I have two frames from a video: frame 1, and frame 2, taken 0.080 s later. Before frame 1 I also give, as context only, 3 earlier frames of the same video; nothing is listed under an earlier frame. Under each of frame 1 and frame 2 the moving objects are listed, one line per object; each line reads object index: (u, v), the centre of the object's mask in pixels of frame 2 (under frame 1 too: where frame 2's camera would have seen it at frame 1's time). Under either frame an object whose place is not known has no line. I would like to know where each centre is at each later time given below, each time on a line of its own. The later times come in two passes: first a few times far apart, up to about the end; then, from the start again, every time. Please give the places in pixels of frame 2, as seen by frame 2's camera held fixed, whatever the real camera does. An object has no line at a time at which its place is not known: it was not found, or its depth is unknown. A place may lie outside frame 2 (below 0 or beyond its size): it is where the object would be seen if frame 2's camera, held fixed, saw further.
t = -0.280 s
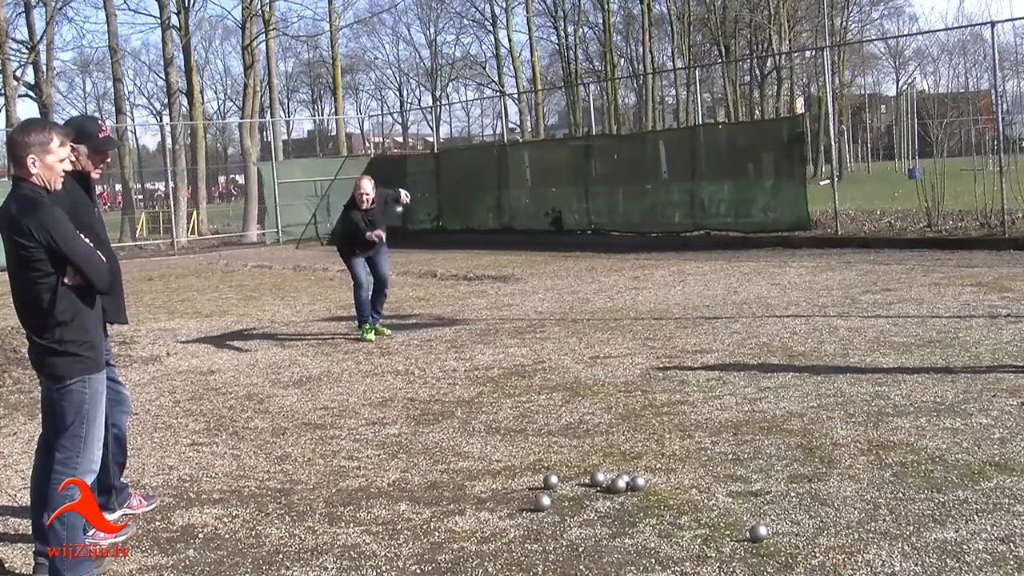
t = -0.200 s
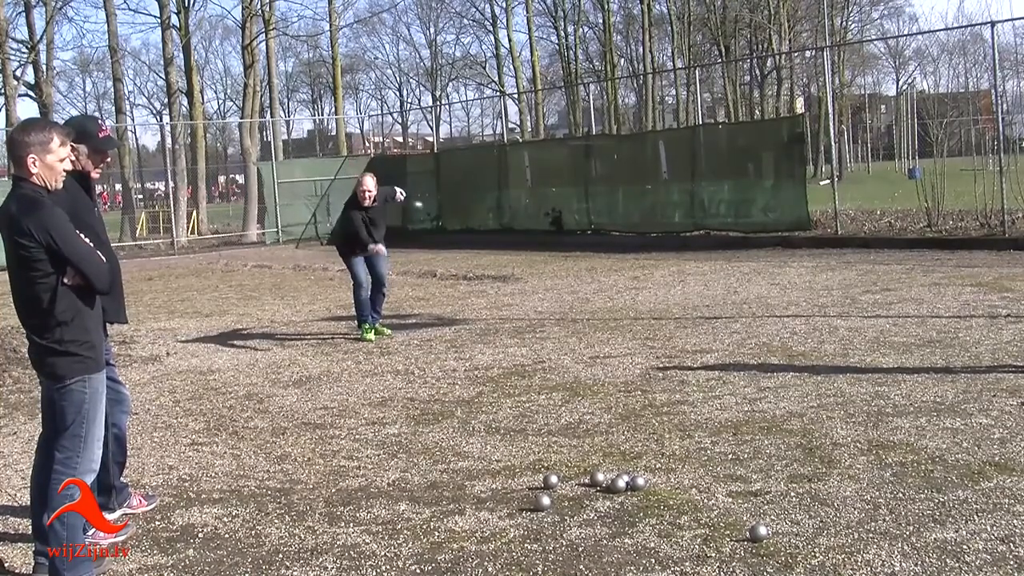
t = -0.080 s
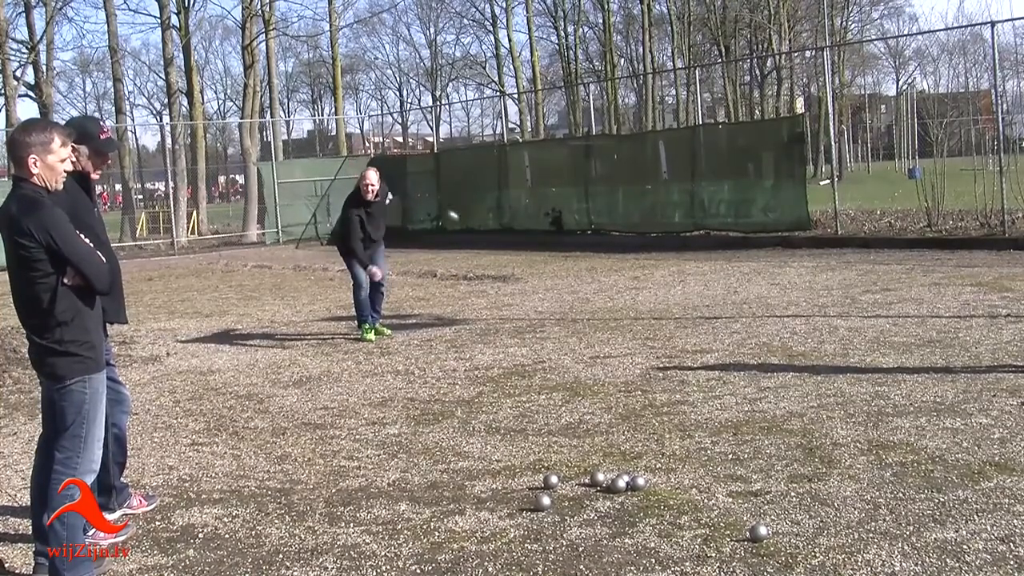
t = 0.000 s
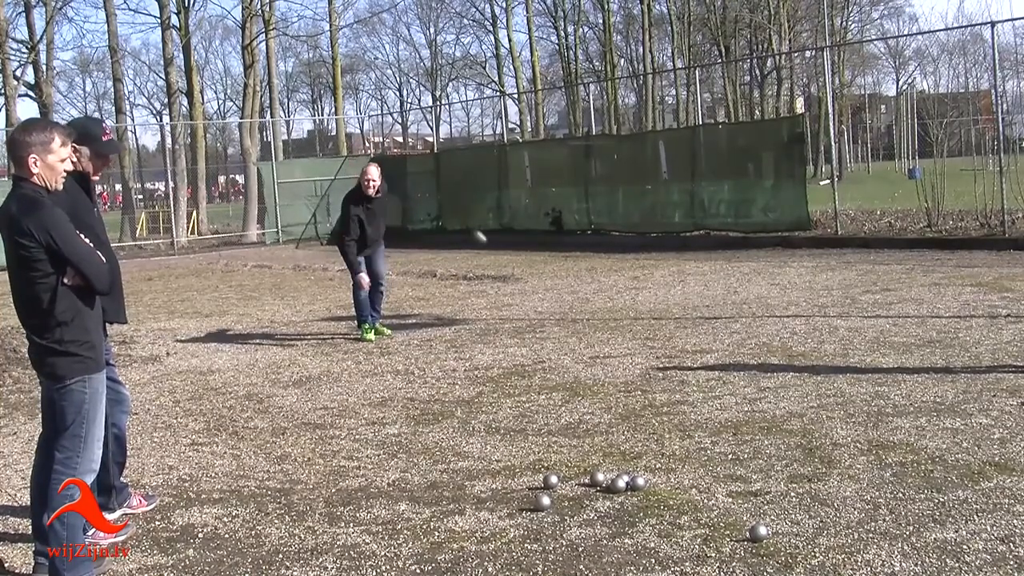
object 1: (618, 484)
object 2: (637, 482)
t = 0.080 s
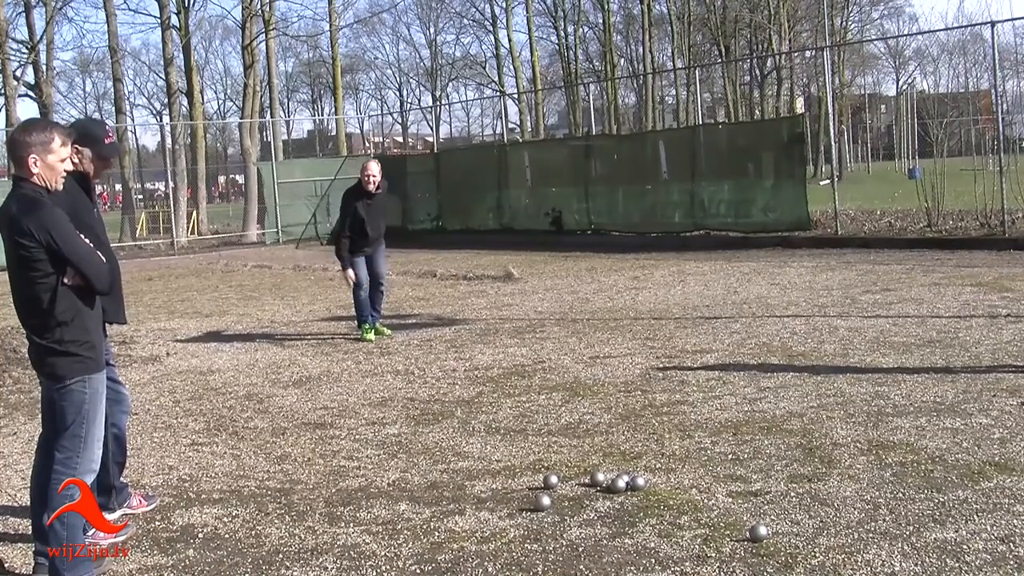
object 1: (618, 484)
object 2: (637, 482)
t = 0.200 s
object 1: (618, 484)
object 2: (637, 482)
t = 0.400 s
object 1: (607, 491)
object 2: (647, 481)
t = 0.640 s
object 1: (588, 503)
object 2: (676, 510)
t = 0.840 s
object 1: (584, 511)
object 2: (701, 526)
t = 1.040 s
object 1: (584, 517)
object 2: (720, 539)
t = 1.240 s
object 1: (583, 522)
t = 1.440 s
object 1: (579, 525)
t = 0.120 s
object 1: (618, 484)
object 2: (637, 482)
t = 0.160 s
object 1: (618, 484)
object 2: (637, 482)
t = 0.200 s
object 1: (618, 484)
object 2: (637, 482)
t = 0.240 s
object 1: (618, 484)
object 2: (637, 482)
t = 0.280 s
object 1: (618, 484)
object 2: (637, 483)
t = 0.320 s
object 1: (615, 485)
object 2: (638, 483)
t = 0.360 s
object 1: (611, 488)
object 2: (643, 481)
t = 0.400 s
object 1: (607, 491)
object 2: (647, 481)
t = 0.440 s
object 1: (603, 494)
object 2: (652, 485)
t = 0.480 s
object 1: (599, 497)
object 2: (658, 492)
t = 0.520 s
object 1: (596, 498)
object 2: (663, 501)
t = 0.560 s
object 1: (593, 499)
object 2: (667, 503)
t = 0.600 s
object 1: (590, 502)
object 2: (671, 506)
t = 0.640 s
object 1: (588, 503)
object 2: (676, 510)
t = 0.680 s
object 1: (586, 505)
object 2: (681, 514)
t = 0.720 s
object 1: (586, 506)
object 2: (686, 518)
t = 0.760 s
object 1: (585, 508)
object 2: (691, 521)
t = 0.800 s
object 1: (585, 510)
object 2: (696, 524)
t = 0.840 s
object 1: (584, 511)
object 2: (701, 526)
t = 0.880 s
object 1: (584, 512)
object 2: (706, 530)
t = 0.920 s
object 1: (584, 513)
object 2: (710, 531)
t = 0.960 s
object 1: (584, 515)
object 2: (713, 534)
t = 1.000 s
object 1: (584, 516)
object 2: (717, 536)
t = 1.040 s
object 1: (584, 517)
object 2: (720, 539)
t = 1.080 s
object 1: (584, 518)
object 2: (725, 543)
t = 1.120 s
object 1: (584, 518)
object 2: (729, 546)
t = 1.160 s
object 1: (584, 519)
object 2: (732, 548)
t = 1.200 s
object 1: (584, 519)
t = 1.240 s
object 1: (583, 522)
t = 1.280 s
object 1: (582, 522)
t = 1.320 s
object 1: (581, 523)
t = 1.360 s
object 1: (580, 524)
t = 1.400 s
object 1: (580, 524)
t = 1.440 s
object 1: (579, 525)
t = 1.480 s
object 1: (578, 525)
